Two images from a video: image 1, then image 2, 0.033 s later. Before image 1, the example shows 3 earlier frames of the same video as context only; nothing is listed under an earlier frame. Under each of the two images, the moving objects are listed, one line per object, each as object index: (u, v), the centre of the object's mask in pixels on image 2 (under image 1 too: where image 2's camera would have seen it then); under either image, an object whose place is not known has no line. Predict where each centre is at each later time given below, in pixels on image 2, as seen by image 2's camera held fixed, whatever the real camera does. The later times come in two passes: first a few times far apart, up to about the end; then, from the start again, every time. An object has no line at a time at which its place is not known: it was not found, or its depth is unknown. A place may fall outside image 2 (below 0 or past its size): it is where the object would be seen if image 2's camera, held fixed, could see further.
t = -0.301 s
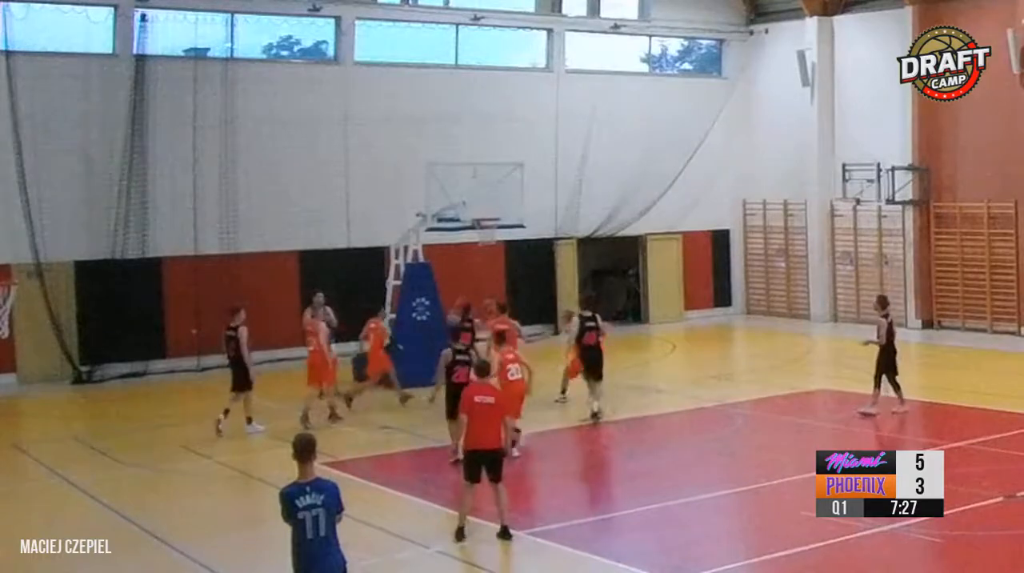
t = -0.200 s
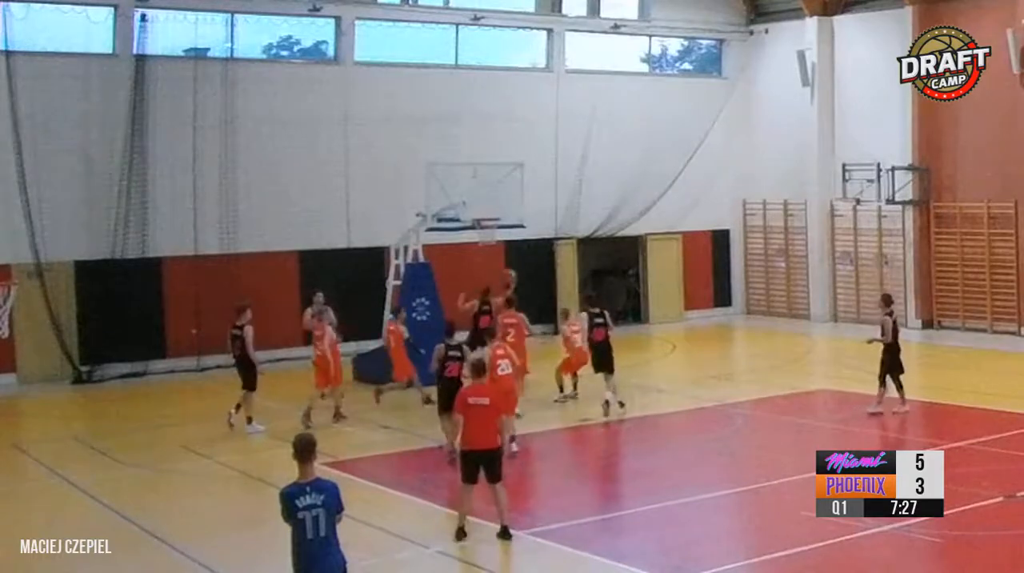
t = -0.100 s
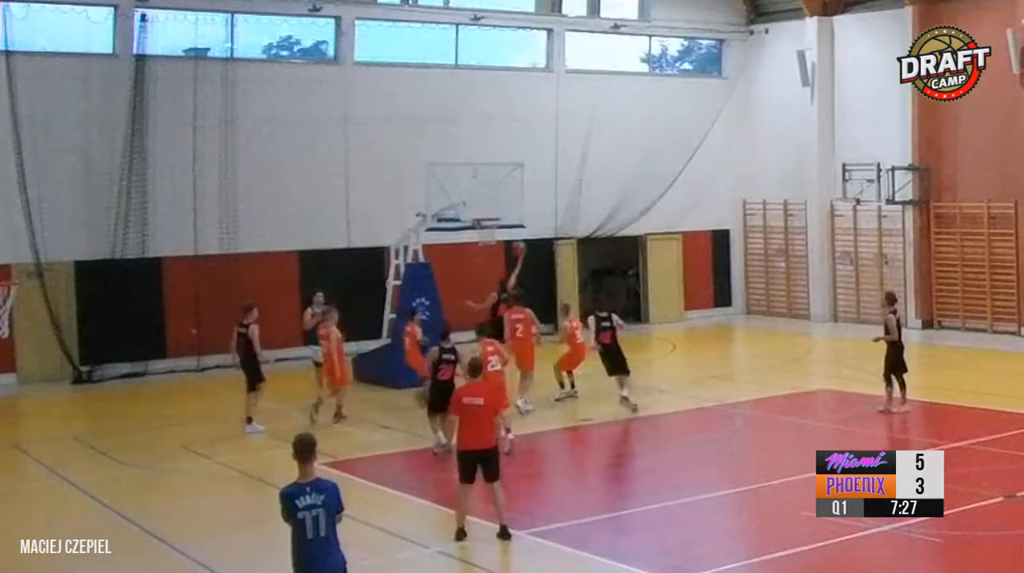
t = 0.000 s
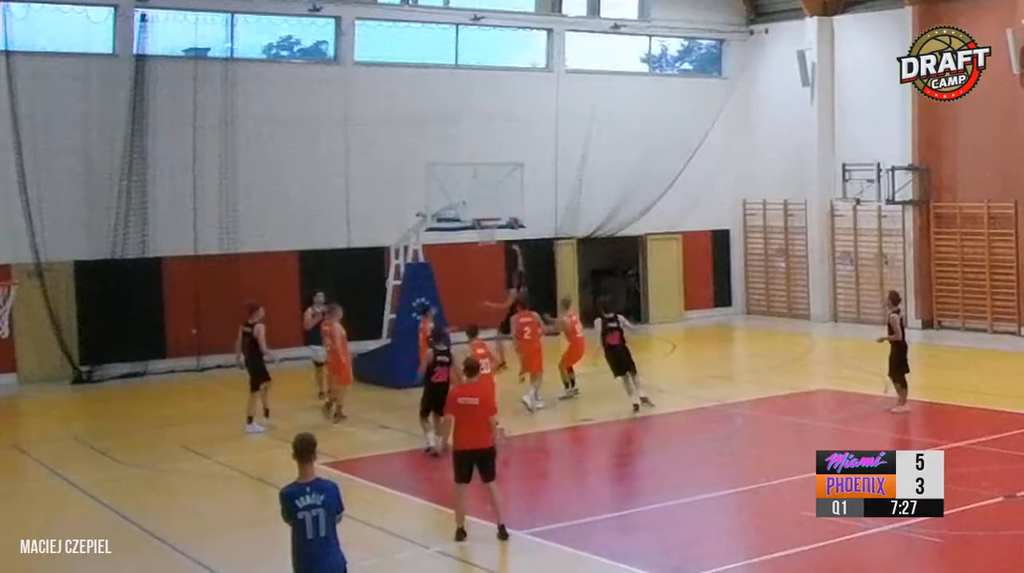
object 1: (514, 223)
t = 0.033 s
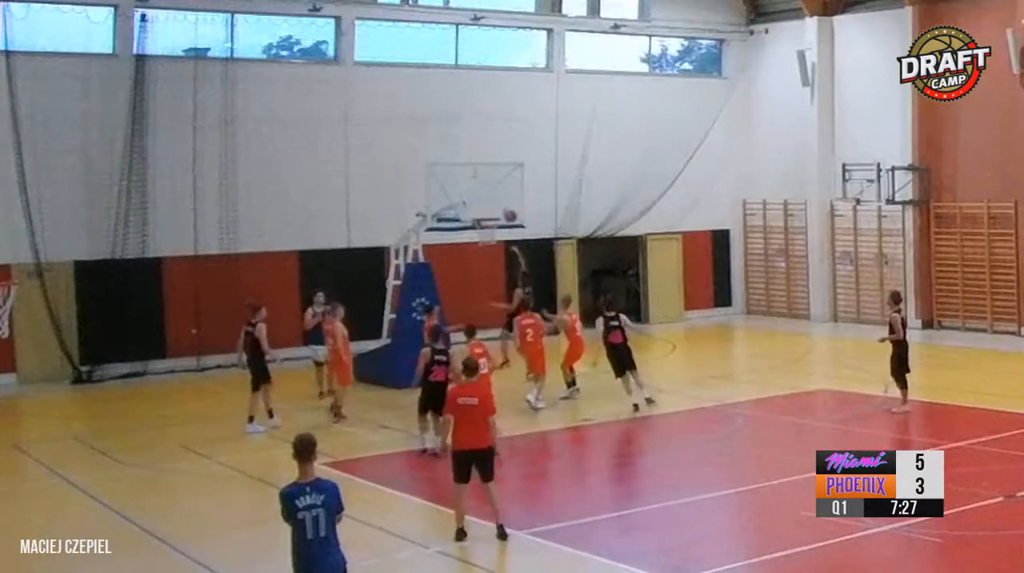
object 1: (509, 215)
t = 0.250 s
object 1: (494, 186)
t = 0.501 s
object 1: (491, 195)
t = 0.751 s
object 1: (490, 236)
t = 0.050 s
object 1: (508, 213)
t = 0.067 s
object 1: (507, 210)
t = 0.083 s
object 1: (506, 207)
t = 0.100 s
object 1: (505, 204)
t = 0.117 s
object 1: (504, 201)
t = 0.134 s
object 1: (503, 199)
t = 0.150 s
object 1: (502, 196)
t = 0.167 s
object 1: (500, 194)
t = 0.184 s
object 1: (499, 192)
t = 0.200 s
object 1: (498, 191)
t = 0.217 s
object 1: (497, 189)
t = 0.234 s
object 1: (495, 188)
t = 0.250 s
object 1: (494, 186)
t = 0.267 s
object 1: (493, 185)
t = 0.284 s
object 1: (492, 184)
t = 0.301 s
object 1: (492, 184)
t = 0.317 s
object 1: (492, 184)
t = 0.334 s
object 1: (492, 184)
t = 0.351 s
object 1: (492, 184)
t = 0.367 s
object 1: (492, 185)
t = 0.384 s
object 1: (492, 185)
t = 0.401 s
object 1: (492, 187)
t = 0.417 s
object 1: (492, 187)
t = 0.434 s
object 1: (492, 188)
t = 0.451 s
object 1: (492, 190)
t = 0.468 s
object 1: (492, 191)
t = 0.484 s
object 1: (491, 193)
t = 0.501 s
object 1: (491, 195)
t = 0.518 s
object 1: (491, 197)
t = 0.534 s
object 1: (491, 200)
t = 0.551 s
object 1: (491, 202)
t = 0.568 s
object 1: (491, 204)
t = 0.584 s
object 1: (491, 206)
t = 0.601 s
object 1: (491, 210)
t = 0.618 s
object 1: (491, 213)
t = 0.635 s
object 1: (490, 215)
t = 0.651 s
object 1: (491, 219)
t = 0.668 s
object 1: (491, 221)
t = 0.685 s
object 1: (491, 229)
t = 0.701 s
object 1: (491, 232)
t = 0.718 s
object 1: (490, 234)
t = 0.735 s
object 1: (490, 235)
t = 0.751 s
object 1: (490, 236)
